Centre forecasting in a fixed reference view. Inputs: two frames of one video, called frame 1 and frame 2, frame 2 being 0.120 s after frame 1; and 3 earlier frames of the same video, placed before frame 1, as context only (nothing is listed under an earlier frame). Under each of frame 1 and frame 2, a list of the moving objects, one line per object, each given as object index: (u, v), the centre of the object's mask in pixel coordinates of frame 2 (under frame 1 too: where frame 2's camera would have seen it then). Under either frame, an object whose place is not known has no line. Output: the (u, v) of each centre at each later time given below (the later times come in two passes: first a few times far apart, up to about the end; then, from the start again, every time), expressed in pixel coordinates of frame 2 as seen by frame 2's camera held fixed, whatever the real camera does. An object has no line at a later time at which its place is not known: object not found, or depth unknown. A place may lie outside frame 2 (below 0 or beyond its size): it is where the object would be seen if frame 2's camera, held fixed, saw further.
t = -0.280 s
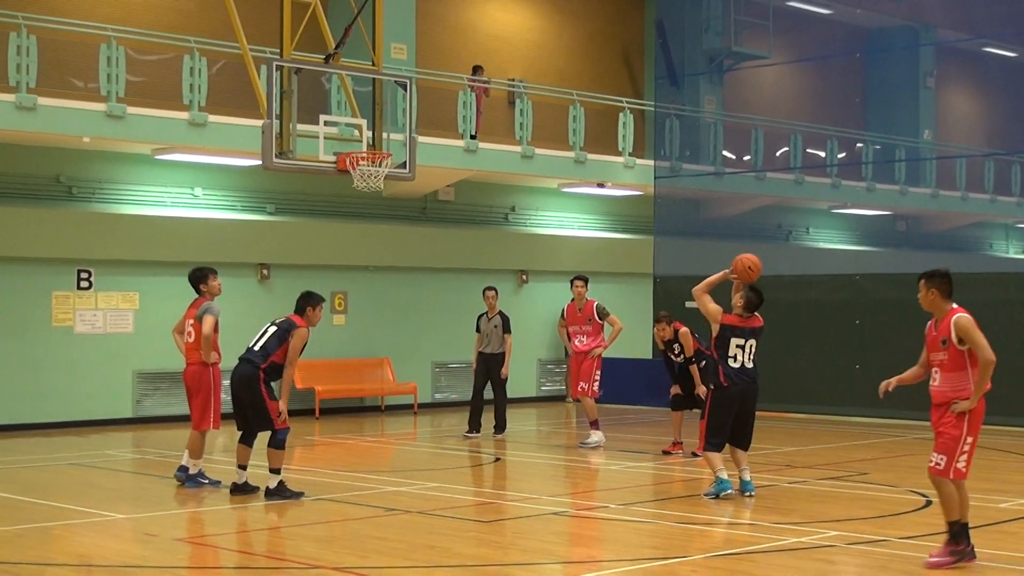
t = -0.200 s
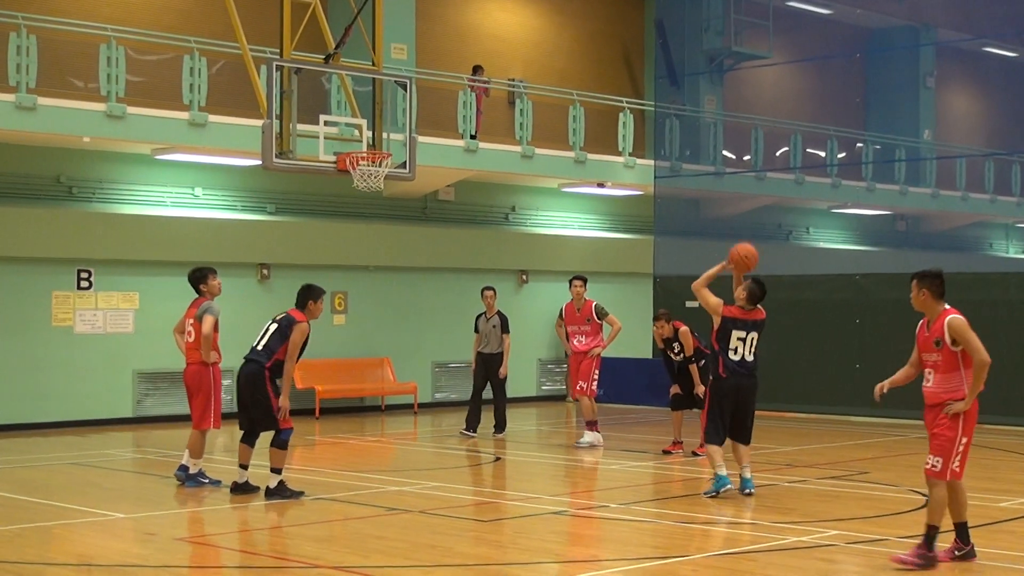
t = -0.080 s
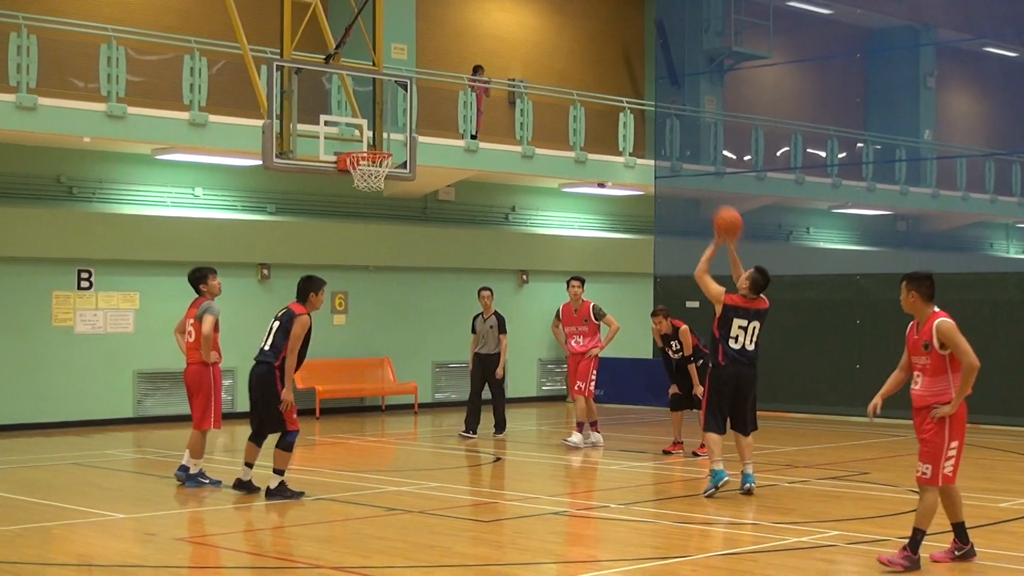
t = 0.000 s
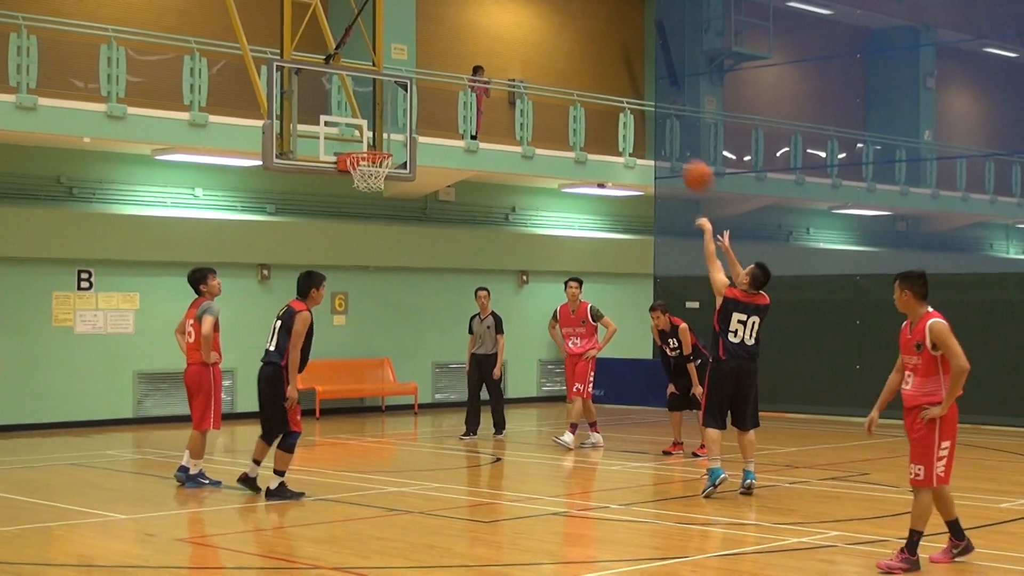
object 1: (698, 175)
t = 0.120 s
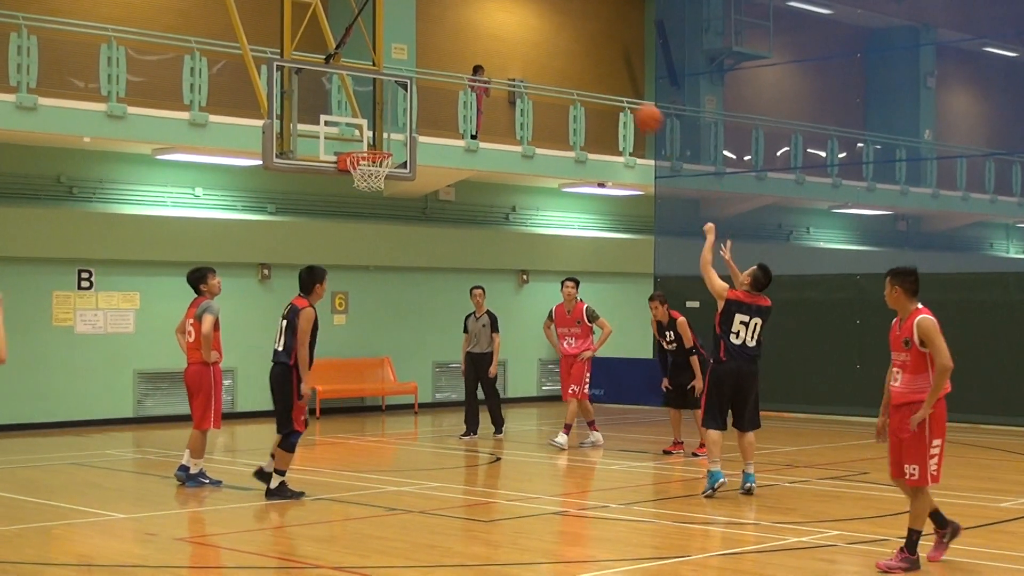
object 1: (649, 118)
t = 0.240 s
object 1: (601, 79)
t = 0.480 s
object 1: (513, 52)
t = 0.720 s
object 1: (436, 85)
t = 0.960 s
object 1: (387, 136)
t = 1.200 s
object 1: (412, 127)
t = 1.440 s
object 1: (438, 179)
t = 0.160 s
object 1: (632, 103)
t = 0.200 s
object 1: (616, 89)
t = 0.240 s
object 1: (601, 79)
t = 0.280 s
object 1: (585, 69)
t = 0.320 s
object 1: (570, 62)
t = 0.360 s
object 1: (555, 57)
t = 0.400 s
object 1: (541, 54)
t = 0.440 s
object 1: (526, 52)
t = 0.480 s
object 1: (513, 52)
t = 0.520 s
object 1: (499, 54)
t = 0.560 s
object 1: (486, 57)
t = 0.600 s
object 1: (474, 61)
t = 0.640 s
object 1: (460, 67)
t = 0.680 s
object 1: (448, 75)
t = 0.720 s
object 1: (436, 85)
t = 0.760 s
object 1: (424, 95)
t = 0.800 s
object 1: (412, 107)
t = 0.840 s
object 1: (399, 122)
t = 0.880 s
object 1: (387, 136)
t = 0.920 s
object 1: (382, 143)
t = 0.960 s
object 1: (387, 136)
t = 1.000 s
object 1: (391, 131)
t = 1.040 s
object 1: (395, 127)
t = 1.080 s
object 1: (399, 125)
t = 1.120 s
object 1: (403, 124)
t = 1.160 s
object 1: (408, 125)
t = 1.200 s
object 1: (412, 127)
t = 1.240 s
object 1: (416, 131)
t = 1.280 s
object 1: (420, 137)
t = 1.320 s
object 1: (425, 144)
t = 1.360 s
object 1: (430, 155)
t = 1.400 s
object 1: (434, 166)
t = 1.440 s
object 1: (438, 179)
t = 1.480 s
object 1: (443, 196)
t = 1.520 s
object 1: (448, 212)
